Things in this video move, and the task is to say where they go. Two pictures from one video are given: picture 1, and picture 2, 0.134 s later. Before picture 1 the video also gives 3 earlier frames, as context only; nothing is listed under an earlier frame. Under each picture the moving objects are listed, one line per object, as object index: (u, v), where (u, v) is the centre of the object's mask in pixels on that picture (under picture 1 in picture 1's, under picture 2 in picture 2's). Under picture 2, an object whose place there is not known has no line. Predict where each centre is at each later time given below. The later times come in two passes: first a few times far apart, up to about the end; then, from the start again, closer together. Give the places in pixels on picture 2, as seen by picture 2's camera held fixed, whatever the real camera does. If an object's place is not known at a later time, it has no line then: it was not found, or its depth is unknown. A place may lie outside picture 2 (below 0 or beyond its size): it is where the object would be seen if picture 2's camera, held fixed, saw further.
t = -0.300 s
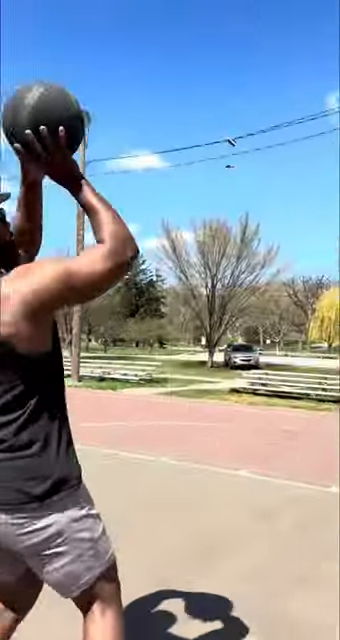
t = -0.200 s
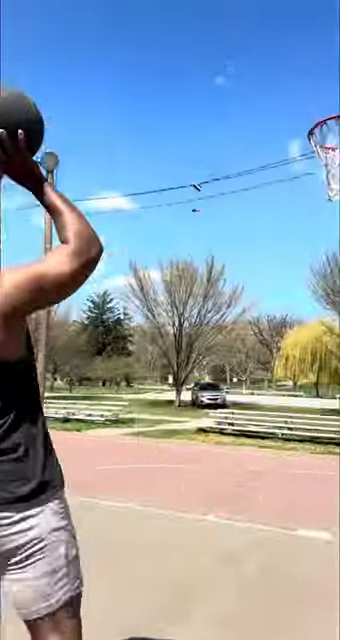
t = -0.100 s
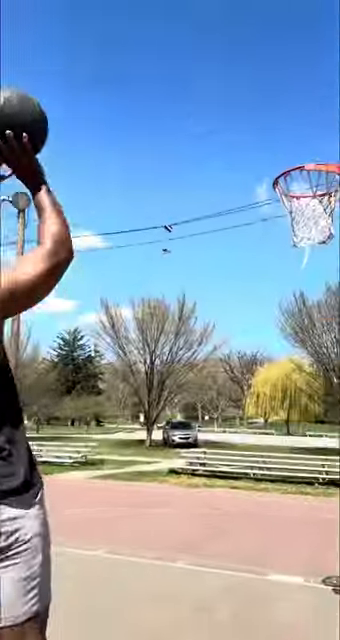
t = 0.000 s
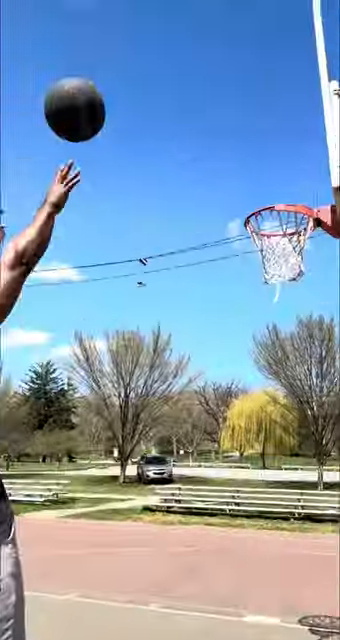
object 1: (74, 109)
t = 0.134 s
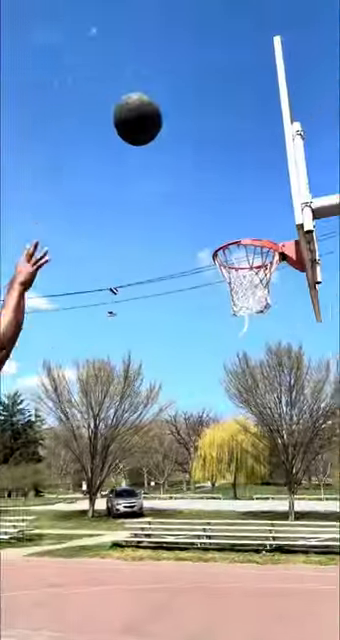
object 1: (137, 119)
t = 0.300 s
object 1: (220, 133)
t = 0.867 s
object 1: (249, 262)
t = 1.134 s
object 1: (251, 292)
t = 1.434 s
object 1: (247, 303)
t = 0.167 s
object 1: (157, 120)
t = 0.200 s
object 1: (174, 123)
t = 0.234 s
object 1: (191, 126)
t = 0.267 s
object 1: (205, 128)
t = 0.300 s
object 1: (220, 133)
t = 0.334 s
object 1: (233, 138)
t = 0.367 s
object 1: (246, 145)
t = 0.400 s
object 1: (259, 152)
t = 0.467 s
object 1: (278, 172)
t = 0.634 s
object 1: (252, 224)
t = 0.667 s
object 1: (246, 242)
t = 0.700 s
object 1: (241, 256)
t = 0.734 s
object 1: (240, 255)
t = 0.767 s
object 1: (239, 253)
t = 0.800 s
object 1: (239, 251)
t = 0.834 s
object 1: (243, 254)
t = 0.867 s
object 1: (249, 262)
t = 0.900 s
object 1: (254, 269)
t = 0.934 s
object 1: (260, 276)
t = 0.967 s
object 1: (264, 283)
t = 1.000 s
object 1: (264, 288)
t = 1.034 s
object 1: (260, 290)
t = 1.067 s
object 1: (260, 289)
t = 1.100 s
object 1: (255, 290)
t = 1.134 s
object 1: (251, 292)
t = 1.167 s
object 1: (248, 294)
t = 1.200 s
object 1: (245, 294)
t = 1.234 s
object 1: (243, 294)
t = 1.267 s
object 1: (242, 294)
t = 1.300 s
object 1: (241, 296)
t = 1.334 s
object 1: (242, 295)
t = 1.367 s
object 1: (243, 297)
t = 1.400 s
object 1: (245, 300)
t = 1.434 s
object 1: (247, 303)
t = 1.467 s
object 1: (248, 309)
